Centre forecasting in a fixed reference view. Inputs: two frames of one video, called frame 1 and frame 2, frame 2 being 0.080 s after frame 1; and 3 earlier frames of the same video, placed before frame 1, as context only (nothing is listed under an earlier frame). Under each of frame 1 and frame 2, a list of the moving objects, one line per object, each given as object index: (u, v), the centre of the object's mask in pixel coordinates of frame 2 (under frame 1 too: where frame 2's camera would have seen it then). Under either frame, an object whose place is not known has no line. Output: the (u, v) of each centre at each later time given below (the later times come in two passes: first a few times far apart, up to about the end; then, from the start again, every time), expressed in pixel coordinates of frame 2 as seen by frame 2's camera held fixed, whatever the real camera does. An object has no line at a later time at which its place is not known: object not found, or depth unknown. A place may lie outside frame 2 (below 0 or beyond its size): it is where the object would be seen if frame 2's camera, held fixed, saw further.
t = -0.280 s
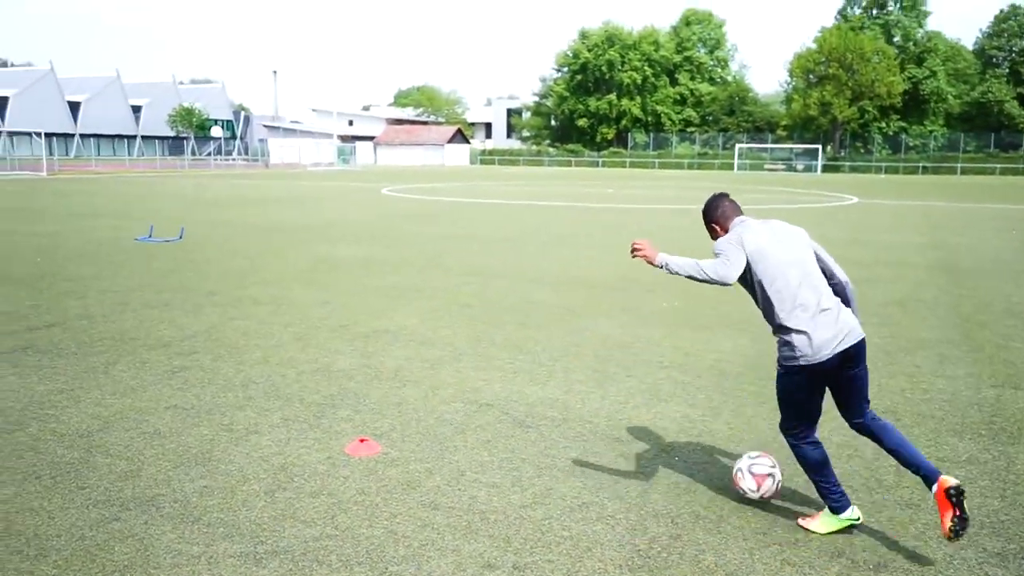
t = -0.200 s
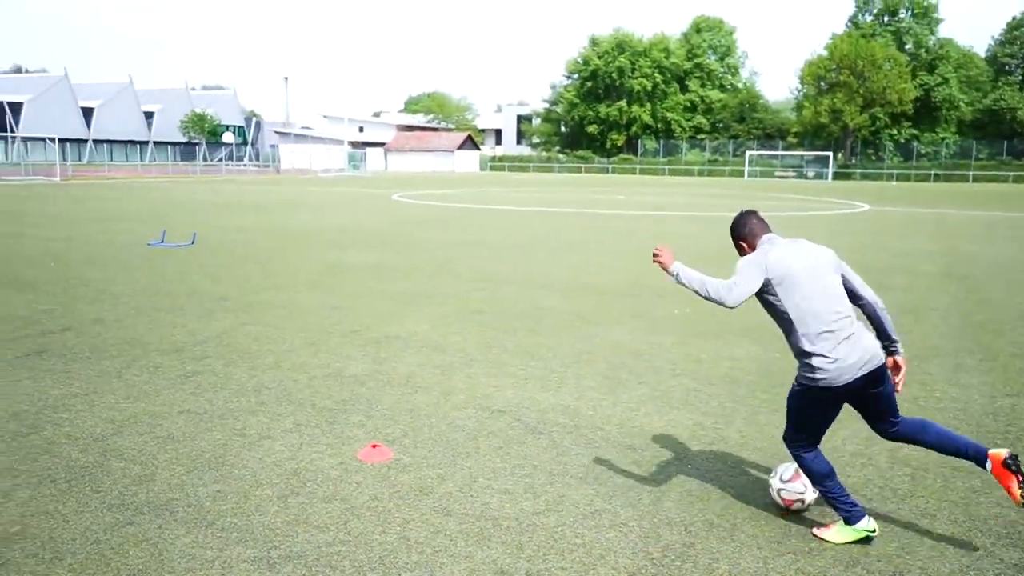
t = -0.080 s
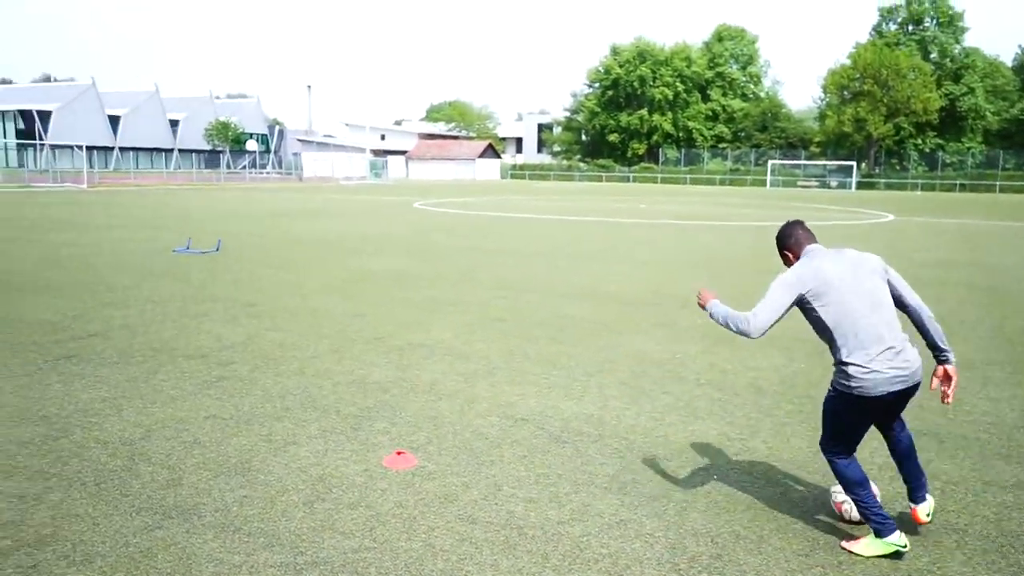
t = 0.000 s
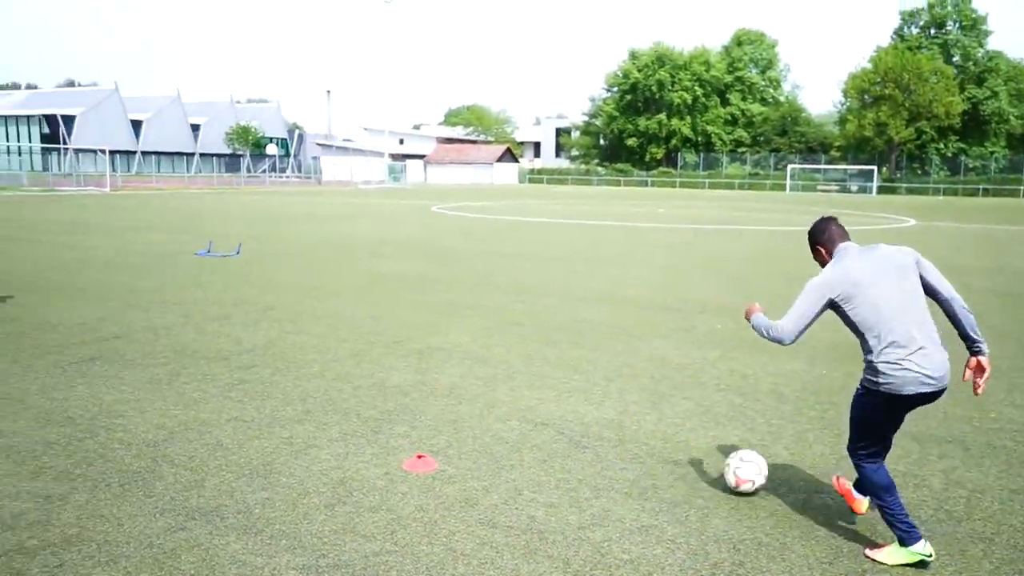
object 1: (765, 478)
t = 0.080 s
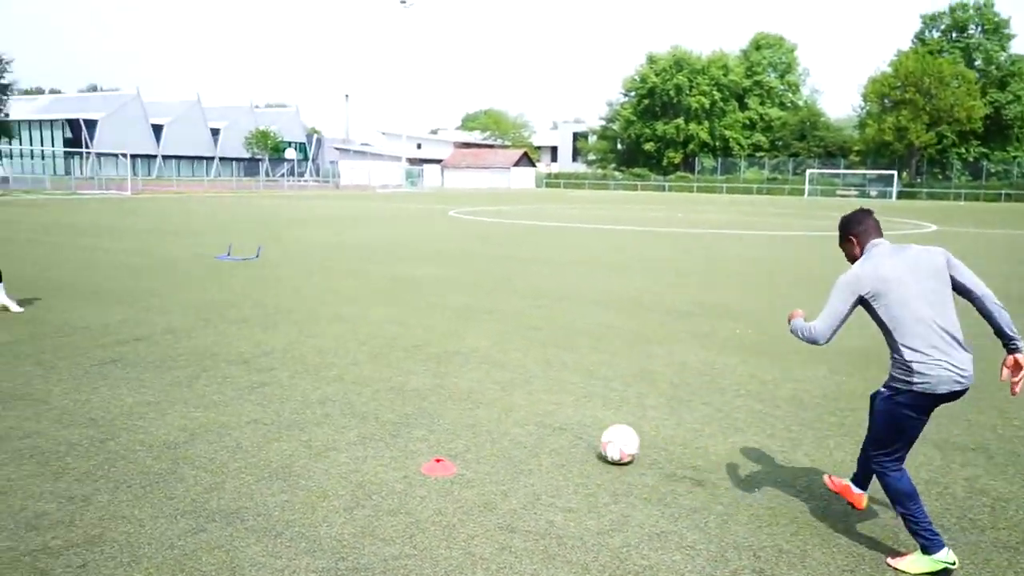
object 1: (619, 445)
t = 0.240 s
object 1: (418, 396)
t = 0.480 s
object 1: (239, 348)
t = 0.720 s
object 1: (134, 324)
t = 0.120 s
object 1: (559, 430)
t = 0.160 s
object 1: (507, 417)
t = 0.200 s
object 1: (460, 406)
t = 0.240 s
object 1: (418, 396)
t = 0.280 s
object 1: (381, 386)
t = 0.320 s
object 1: (346, 379)
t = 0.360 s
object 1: (316, 370)
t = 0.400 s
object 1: (289, 360)
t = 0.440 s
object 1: (263, 353)
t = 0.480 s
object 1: (239, 348)
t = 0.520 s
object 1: (217, 346)
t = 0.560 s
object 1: (198, 339)
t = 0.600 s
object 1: (181, 333)
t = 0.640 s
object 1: (164, 327)
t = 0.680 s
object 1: (148, 325)
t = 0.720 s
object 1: (134, 324)
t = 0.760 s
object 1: (121, 321)
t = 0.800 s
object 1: (108, 316)
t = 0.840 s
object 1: (96, 312)
